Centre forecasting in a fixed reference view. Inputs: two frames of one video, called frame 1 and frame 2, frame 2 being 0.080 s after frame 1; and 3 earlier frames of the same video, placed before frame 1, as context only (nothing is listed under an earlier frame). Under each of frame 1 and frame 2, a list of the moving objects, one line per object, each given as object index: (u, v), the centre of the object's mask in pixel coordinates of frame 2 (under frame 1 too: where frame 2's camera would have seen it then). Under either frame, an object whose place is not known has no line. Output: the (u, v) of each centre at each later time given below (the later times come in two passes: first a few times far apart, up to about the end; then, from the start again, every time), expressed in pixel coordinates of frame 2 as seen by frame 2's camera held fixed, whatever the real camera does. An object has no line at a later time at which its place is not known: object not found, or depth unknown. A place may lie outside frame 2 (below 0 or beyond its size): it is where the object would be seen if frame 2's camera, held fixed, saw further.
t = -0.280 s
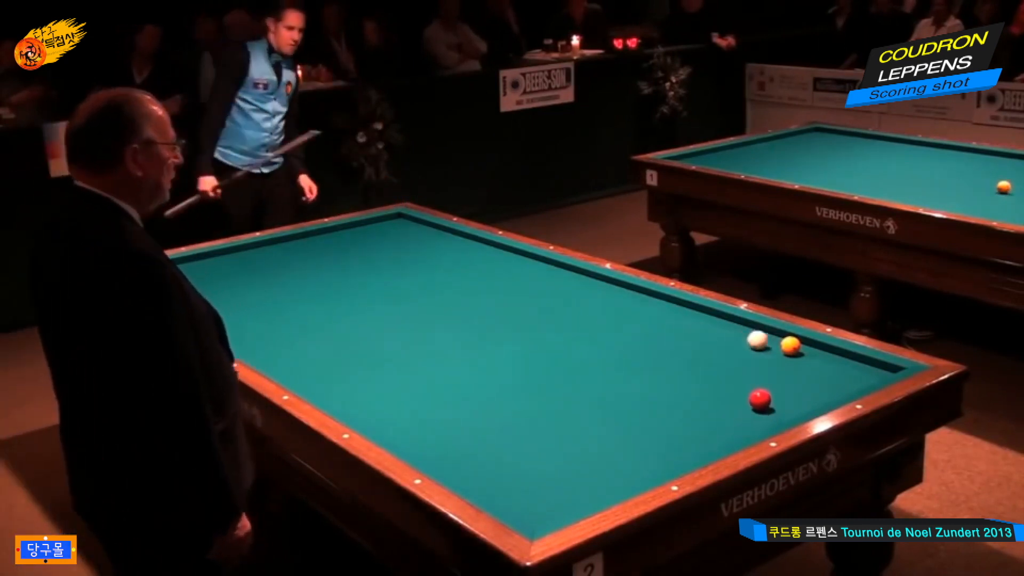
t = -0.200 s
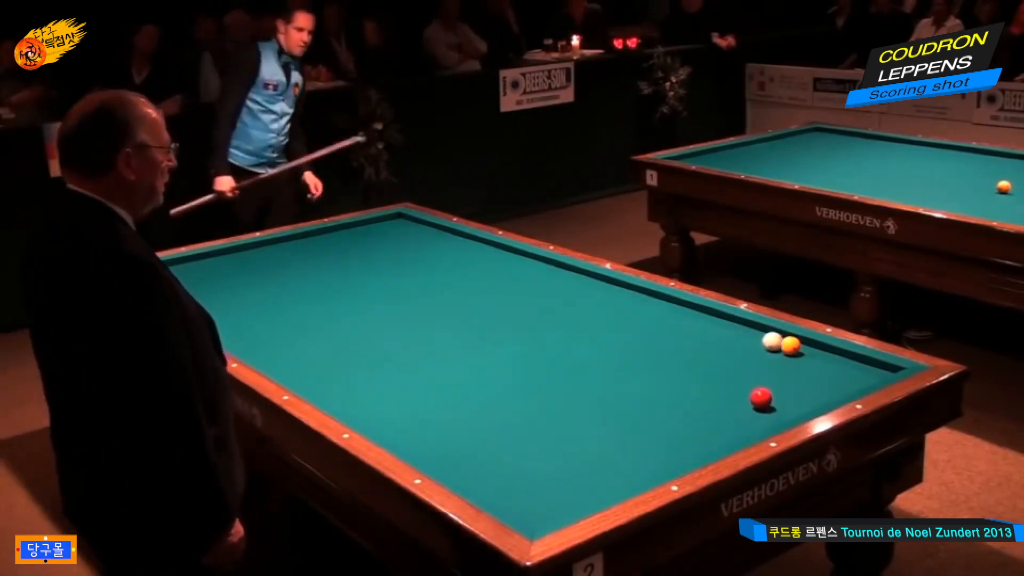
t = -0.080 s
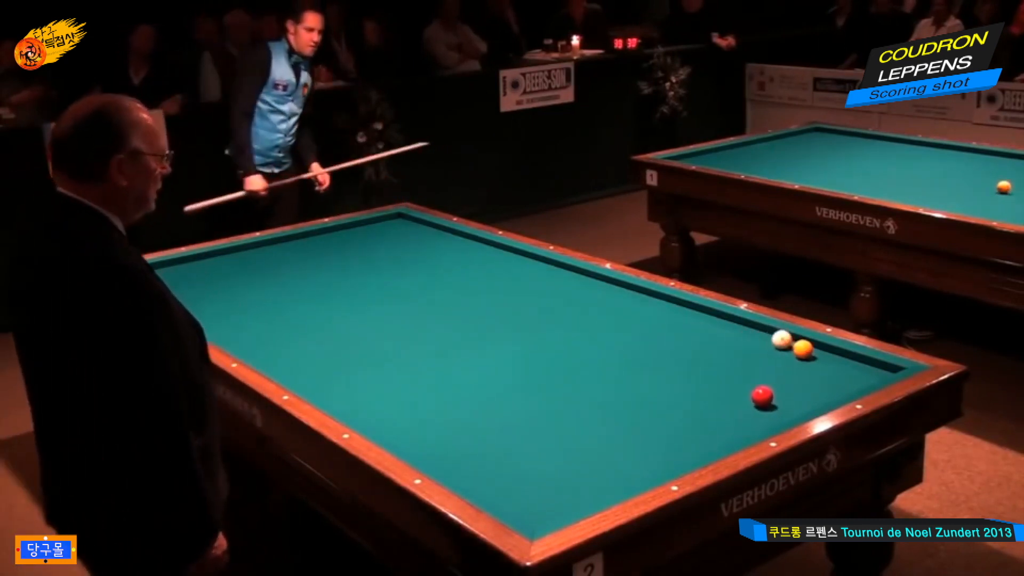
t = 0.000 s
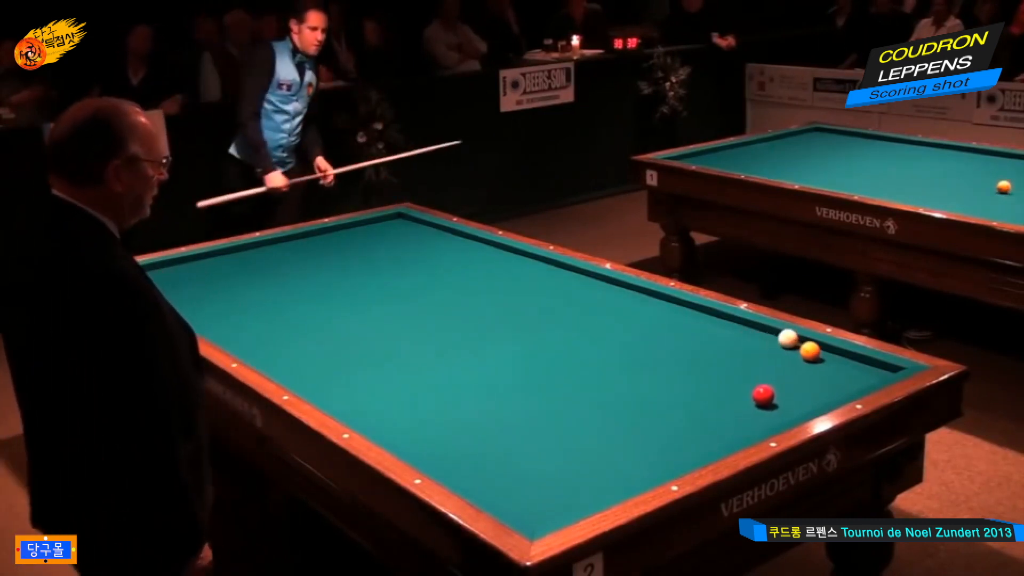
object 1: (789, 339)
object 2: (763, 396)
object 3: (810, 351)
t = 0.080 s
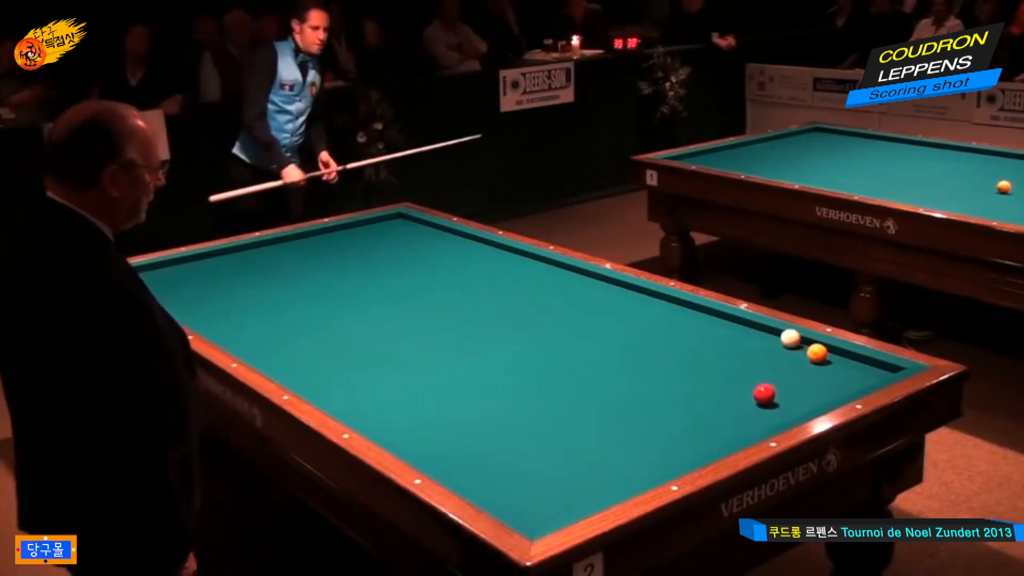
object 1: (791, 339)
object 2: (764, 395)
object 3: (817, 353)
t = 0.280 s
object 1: (786, 341)
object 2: (766, 392)
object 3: (835, 358)
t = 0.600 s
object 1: (779, 344)
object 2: (769, 388)
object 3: (862, 366)
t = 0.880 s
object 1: (773, 346)
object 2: (771, 385)
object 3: (885, 371)
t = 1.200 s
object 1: (767, 348)
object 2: (774, 383)
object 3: (873, 368)
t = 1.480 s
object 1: (763, 350)
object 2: (775, 382)
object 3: (862, 364)
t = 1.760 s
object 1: (758, 351)
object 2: (776, 381)
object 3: (853, 361)
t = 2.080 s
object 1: (755, 352)
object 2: (778, 380)
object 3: (843, 358)
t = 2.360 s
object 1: (752, 353)
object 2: (779, 380)
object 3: (836, 355)
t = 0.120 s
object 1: (790, 339)
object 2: (765, 394)
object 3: (821, 354)
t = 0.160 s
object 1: (789, 340)
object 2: (765, 394)
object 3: (824, 355)
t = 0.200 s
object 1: (788, 340)
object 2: (766, 394)
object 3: (828, 356)
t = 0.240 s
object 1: (787, 340)
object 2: (766, 393)
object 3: (831, 357)
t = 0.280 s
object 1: (786, 341)
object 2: (766, 392)
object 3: (835, 358)
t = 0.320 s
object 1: (785, 341)
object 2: (767, 392)
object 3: (838, 359)
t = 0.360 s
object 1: (784, 341)
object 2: (767, 392)
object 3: (842, 360)
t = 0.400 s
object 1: (783, 342)
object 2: (768, 391)
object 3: (845, 361)
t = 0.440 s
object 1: (782, 342)
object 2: (768, 390)
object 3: (848, 362)
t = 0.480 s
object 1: (781, 342)
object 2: (768, 390)
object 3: (852, 363)
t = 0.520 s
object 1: (780, 343)
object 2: (768, 390)
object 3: (855, 364)
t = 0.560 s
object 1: (780, 343)
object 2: (769, 389)
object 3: (859, 365)
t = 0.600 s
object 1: (779, 344)
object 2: (769, 388)
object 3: (862, 366)
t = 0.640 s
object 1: (778, 344)
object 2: (770, 388)
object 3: (866, 367)
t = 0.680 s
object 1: (777, 344)
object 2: (770, 388)
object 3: (869, 368)
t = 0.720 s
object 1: (776, 345)
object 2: (770, 388)
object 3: (872, 369)
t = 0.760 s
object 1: (776, 345)
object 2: (771, 387)
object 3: (876, 369)
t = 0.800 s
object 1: (774, 345)
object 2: (771, 386)
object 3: (879, 370)
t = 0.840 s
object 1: (774, 346)
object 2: (771, 386)
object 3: (882, 370)
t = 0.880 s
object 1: (773, 346)
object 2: (771, 385)
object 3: (885, 371)
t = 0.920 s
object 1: (772, 346)
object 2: (772, 385)
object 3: (884, 370)
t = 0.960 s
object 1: (771, 347)
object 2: (772, 385)
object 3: (882, 370)
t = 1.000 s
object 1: (771, 347)
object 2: (772, 384)
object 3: (880, 370)
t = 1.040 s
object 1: (770, 347)
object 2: (773, 384)
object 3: (879, 369)
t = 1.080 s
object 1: (769, 347)
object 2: (773, 384)
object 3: (877, 369)
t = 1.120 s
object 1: (769, 348)
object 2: (773, 384)
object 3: (876, 369)
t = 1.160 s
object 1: (768, 348)
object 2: (773, 384)
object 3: (874, 369)
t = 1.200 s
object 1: (767, 348)
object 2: (774, 383)
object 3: (873, 368)
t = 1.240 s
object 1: (767, 349)
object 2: (774, 383)
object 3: (871, 368)
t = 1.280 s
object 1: (766, 349)
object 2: (774, 383)
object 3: (870, 367)
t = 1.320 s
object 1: (765, 349)
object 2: (774, 383)
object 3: (868, 367)
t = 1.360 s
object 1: (764, 349)
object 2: (775, 383)
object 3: (867, 366)
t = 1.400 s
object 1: (764, 350)
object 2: (775, 382)
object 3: (865, 365)
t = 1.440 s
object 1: (763, 350)
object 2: (775, 382)
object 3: (864, 365)
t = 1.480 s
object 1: (763, 350)
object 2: (775, 382)
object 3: (862, 364)
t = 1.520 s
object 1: (762, 350)
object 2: (775, 382)
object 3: (861, 364)
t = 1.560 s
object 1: (761, 350)
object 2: (776, 382)
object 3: (859, 363)
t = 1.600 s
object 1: (761, 351)
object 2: (776, 381)
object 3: (858, 363)
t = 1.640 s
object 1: (760, 351)
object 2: (776, 381)
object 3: (857, 362)
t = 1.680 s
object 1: (760, 351)
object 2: (776, 381)
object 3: (855, 362)
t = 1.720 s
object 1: (759, 351)
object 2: (776, 381)
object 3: (854, 361)
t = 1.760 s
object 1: (758, 351)
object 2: (776, 381)
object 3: (853, 361)
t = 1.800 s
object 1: (758, 351)
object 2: (777, 381)
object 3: (852, 360)
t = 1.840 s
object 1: (757, 352)
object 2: (777, 381)
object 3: (850, 360)
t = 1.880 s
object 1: (757, 352)
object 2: (777, 381)
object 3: (849, 360)
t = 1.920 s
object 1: (757, 352)
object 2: (777, 381)
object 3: (848, 359)
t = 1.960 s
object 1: (756, 352)
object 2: (777, 380)
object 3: (847, 359)
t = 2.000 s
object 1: (755, 352)
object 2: (778, 380)
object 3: (846, 358)
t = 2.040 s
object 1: (755, 352)
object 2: (778, 380)
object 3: (845, 358)
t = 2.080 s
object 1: (755, 352)
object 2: (778, 380)
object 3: (843, 358)
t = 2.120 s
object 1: (754, 352)
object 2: (778, 380)
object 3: (842, 357)
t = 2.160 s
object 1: (754, 353)
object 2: (778, 380)
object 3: (841, 357)
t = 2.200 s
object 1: (753, 353)
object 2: (778, 380)
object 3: (840, 357)
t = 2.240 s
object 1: (753, 353)
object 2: (778, 380)
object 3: (839, 356)
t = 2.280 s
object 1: (753, 353)
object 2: (778, 379)
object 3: (838, 356)
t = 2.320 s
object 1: (753, 353)
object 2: (779, 380)
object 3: (837, 355)
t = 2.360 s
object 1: (752, 353)
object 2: (779, 380)
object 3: (836, 355)
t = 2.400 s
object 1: (752, 353)
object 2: (779, 380)
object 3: (835, 355)
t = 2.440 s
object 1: (752, 354)
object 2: (779, 380)
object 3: (834, 354)
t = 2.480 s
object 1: (752, 354)
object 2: (779, 380)
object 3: (833, 354)
